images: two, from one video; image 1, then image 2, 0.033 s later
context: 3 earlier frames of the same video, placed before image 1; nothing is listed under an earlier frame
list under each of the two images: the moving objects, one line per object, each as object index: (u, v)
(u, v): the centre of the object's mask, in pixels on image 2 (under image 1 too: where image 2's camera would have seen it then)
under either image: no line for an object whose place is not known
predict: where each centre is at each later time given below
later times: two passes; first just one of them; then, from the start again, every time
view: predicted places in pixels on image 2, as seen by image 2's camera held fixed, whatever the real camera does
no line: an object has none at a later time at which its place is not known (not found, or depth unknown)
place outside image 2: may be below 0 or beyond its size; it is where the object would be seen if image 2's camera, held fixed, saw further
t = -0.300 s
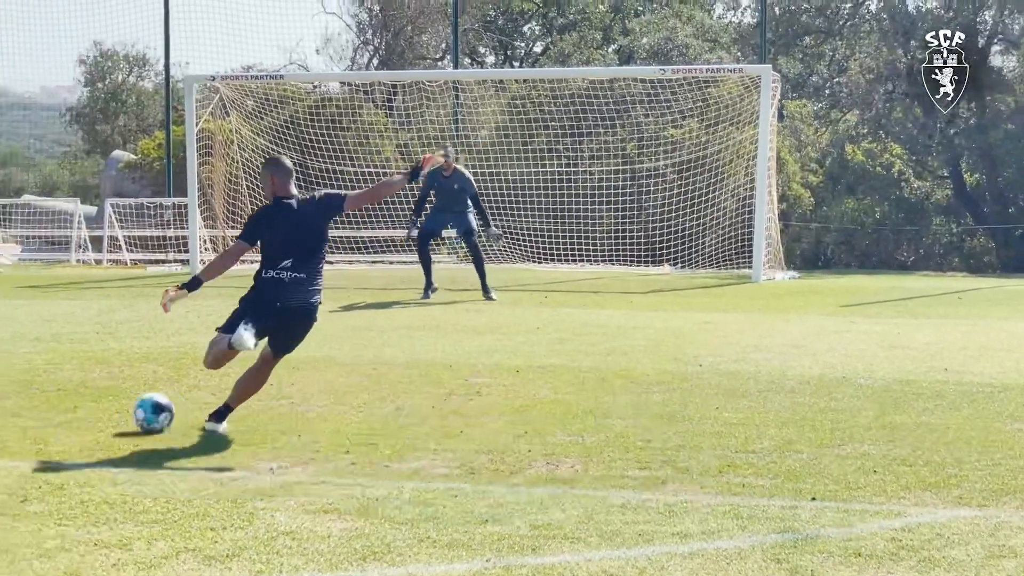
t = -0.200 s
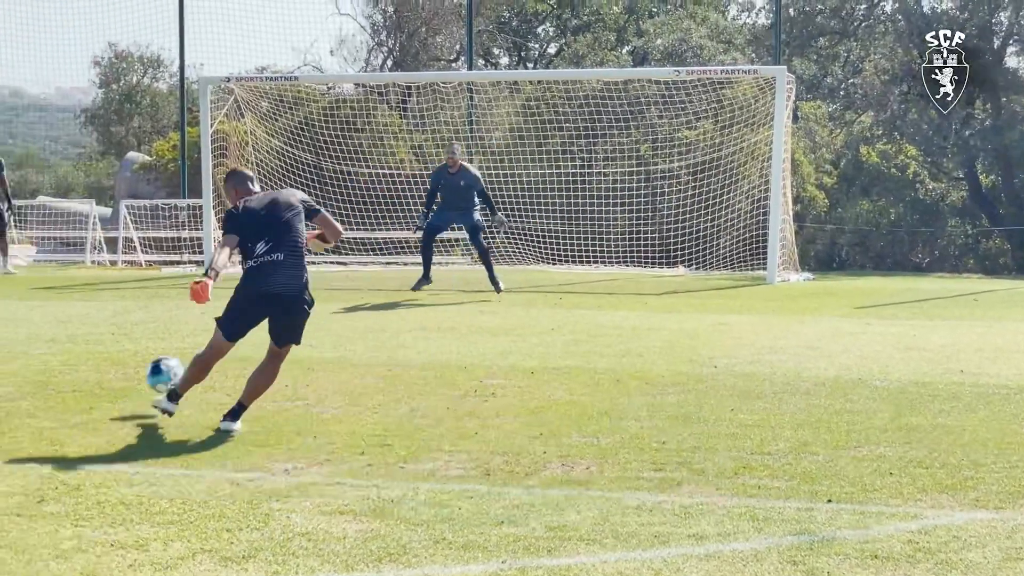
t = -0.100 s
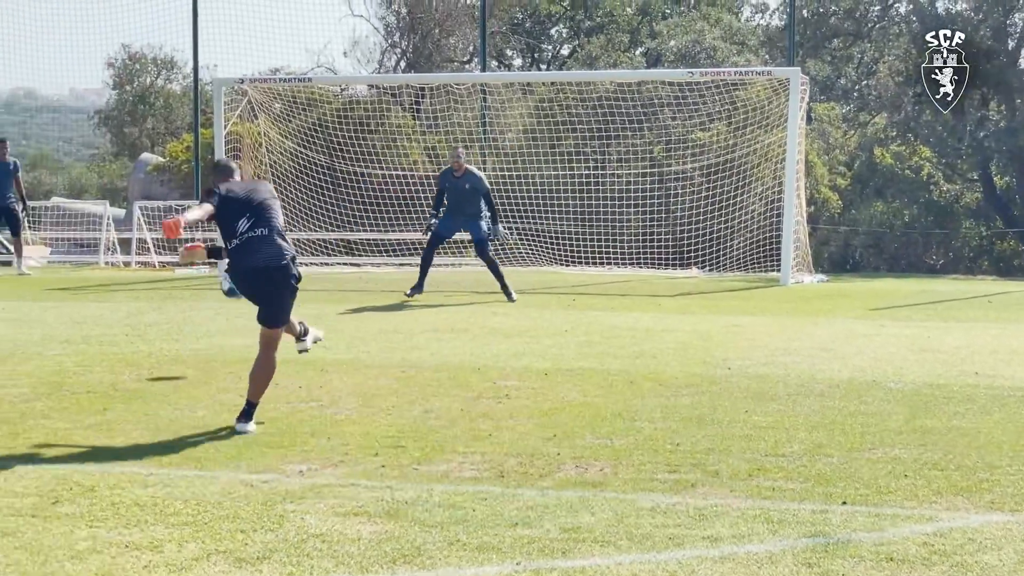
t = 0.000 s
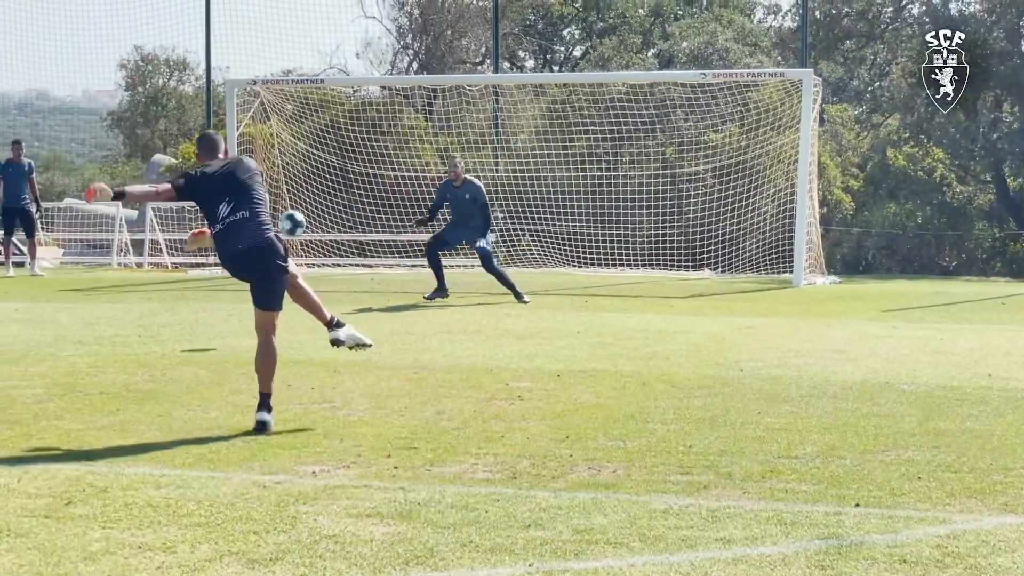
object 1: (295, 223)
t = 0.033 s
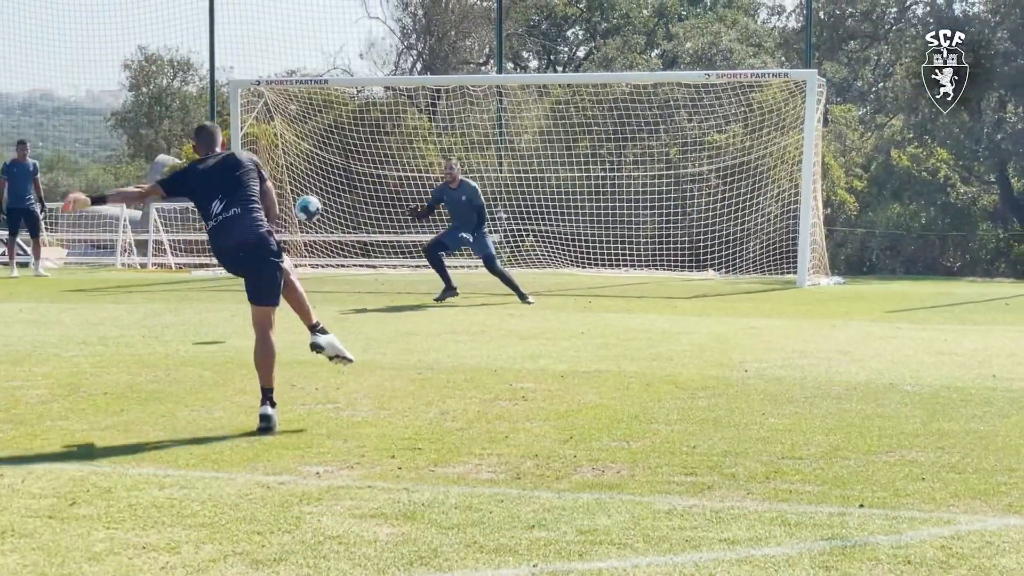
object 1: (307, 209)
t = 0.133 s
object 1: (345, 169)
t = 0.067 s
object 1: (321, 193)
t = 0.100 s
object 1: (333, 181)
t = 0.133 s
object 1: (345, 169)
